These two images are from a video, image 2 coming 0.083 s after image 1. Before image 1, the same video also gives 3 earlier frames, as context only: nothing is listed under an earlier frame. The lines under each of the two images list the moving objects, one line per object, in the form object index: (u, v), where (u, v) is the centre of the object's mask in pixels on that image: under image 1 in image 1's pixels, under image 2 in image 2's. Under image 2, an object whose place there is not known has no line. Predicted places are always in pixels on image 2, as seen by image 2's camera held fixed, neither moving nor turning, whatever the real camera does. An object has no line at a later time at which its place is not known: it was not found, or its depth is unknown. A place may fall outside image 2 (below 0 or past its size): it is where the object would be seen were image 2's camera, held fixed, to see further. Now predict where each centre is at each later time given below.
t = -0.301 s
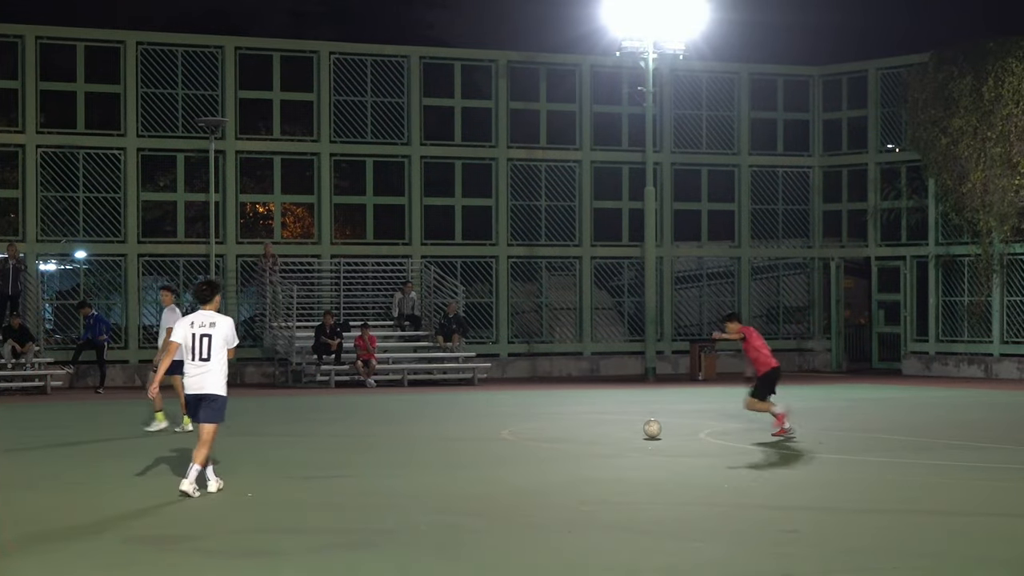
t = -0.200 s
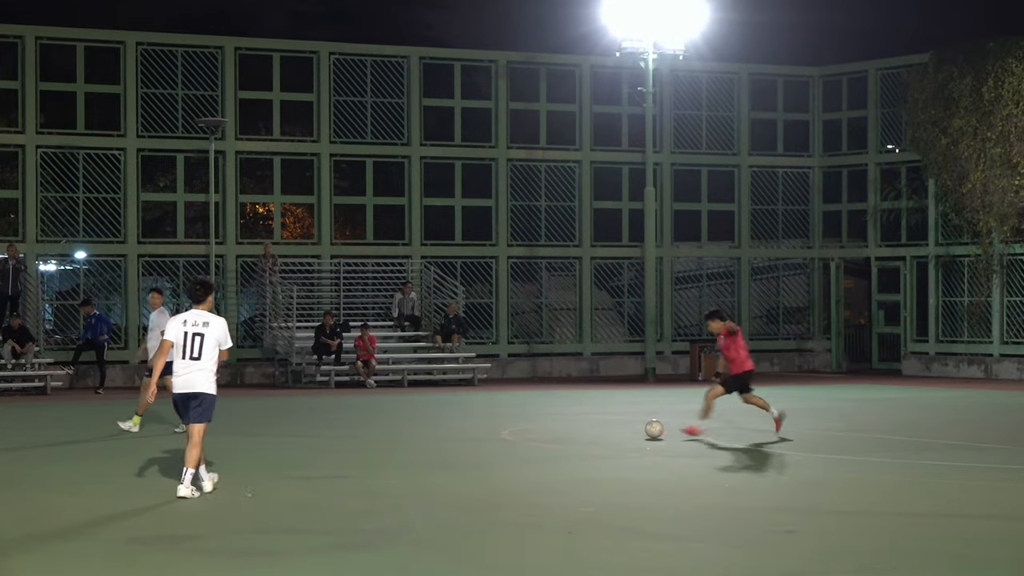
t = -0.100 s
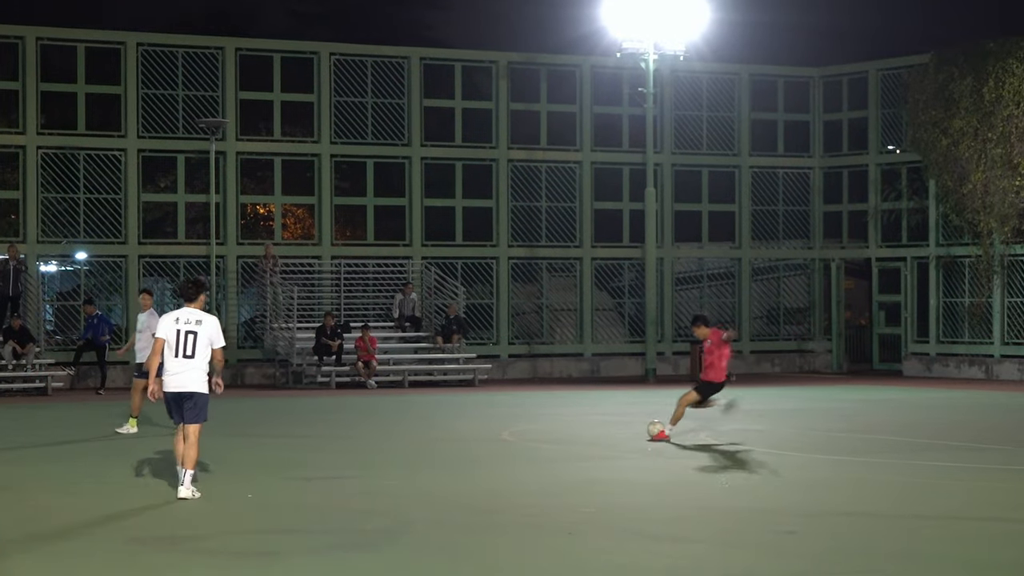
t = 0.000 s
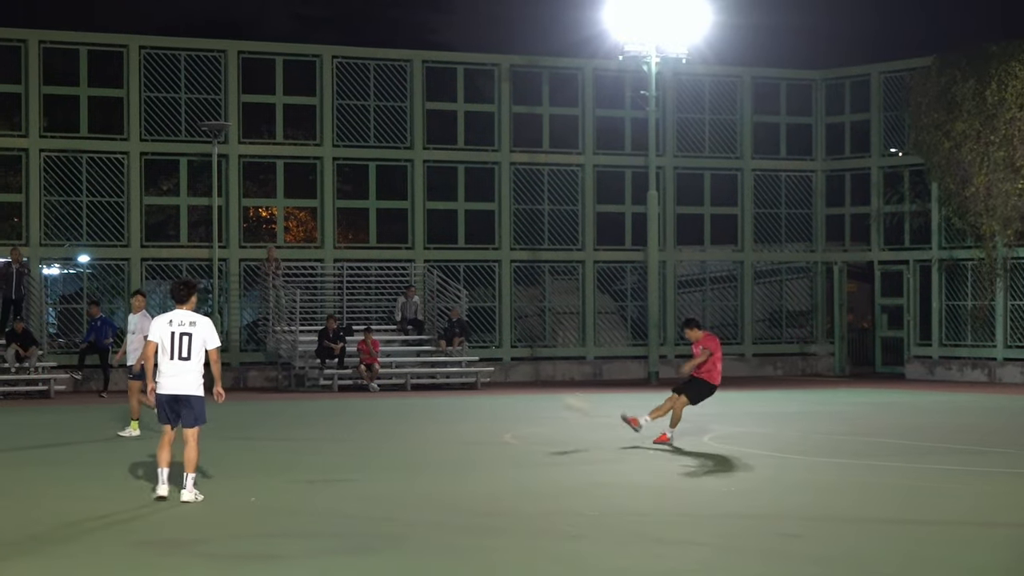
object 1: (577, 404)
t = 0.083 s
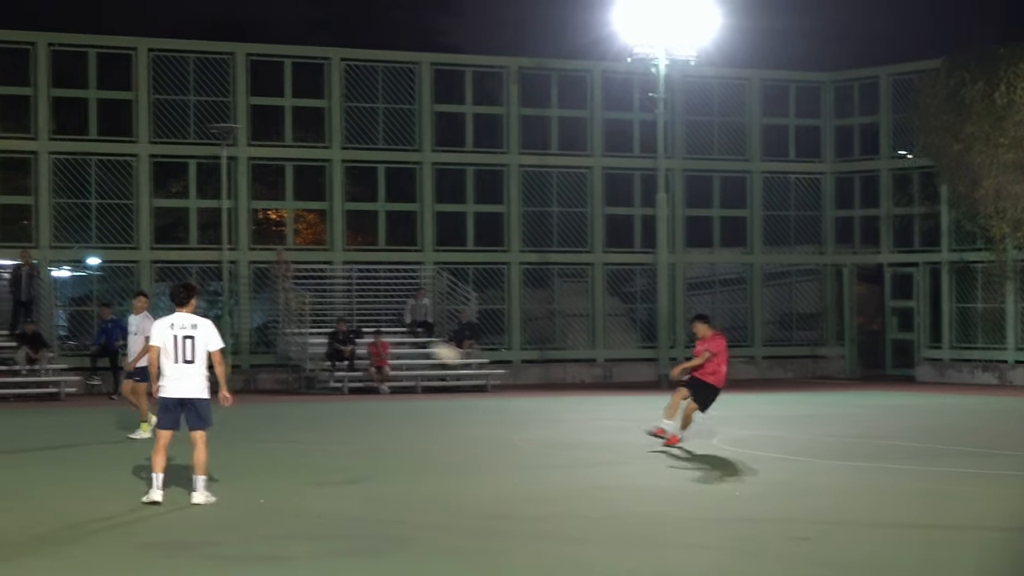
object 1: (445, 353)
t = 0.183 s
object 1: (272, 291)
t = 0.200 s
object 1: (242, 280)
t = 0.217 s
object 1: (211, 269)
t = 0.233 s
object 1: (180, 259)
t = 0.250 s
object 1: (149, 247)
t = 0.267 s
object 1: (116, 235)
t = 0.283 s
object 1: (83, 224)
